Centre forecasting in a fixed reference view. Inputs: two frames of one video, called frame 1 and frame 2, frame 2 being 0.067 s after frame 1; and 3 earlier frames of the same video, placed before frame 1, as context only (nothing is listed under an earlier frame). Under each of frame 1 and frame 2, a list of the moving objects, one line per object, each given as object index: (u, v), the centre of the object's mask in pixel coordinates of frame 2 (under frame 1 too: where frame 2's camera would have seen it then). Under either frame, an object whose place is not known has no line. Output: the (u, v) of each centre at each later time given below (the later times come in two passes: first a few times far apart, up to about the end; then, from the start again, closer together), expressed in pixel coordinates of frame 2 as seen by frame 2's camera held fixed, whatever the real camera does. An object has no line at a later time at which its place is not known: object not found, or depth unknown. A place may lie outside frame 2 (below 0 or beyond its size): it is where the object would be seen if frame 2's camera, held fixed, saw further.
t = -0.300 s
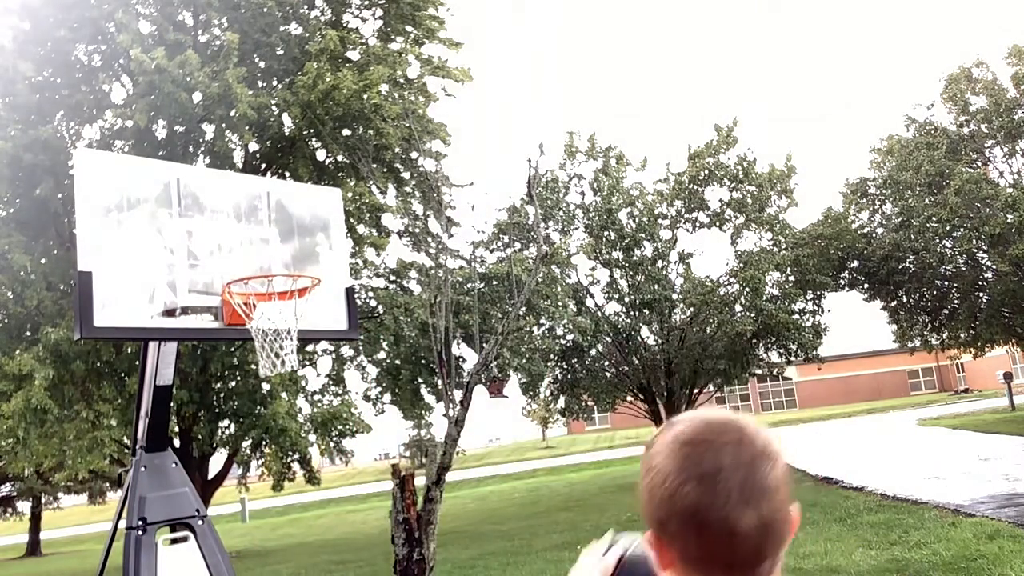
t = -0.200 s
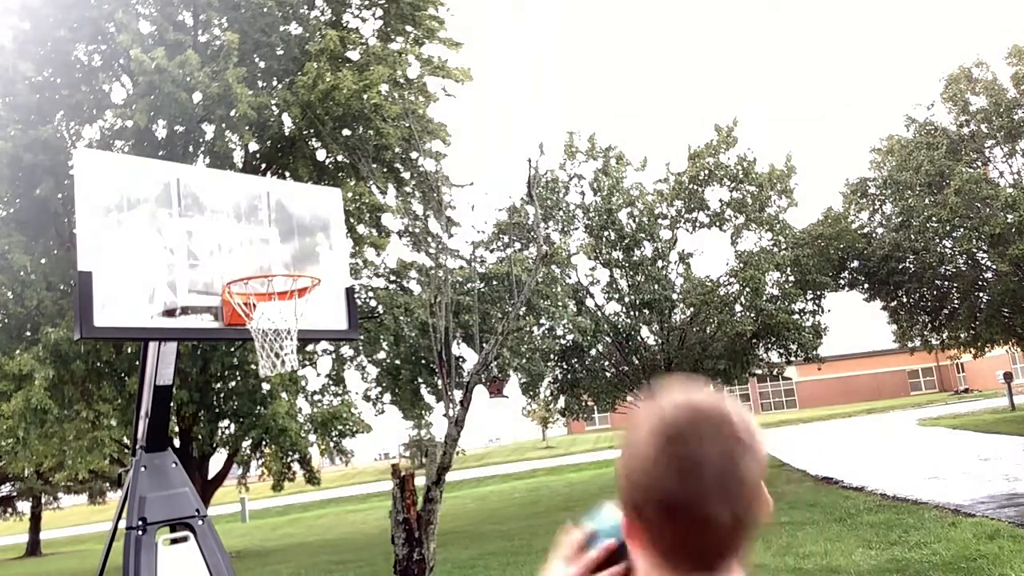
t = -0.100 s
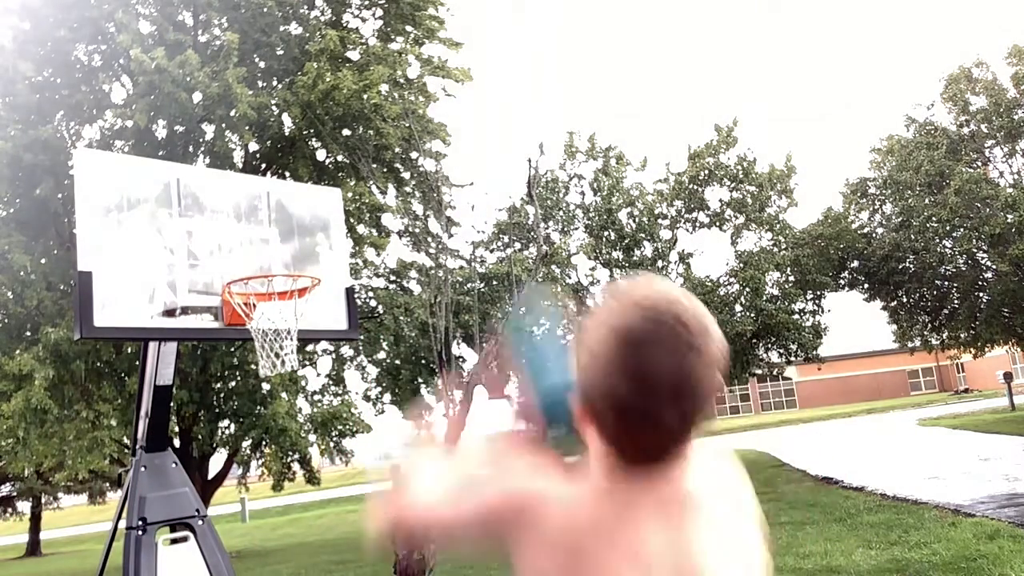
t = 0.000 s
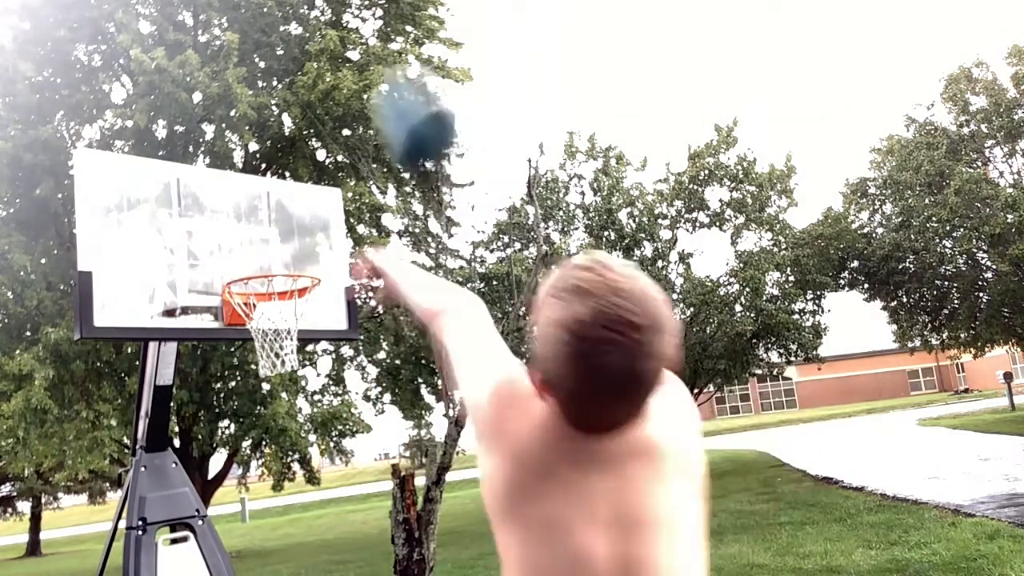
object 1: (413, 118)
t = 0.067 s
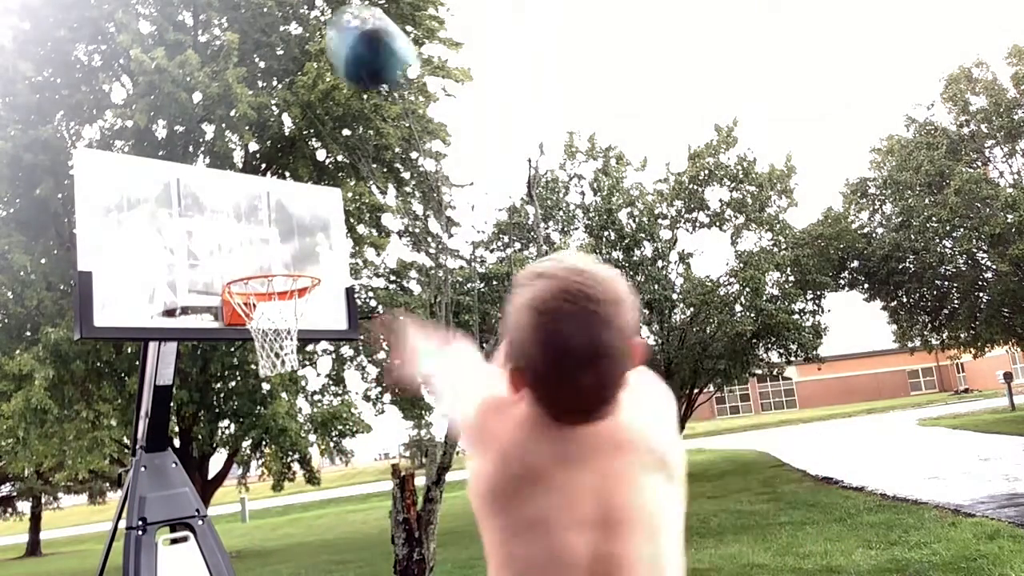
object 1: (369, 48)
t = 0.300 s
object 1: (280, 11)
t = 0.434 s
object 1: (254, 34)
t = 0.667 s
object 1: (229, 152)
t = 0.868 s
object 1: (268, 243)
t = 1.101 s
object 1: (230, 265)
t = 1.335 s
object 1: (209, 262)
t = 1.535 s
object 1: (207, 329)
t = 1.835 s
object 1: (237, 561)
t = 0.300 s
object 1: (280, 11)
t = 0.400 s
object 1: (259, 24)
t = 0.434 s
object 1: (254, 34)
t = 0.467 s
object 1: (250, 47)
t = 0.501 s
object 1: (245, 62)
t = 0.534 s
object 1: (240, 77)
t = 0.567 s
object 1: (237, 93)
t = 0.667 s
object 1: (229, 152)
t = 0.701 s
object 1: (225, 169)
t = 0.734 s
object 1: (223, 200)
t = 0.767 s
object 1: (218, 219)
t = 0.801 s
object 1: (237, 223)
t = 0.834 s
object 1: (253, 233)
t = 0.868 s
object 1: (268, 243)
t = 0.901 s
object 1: (287, 258)
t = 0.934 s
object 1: (296, 264)
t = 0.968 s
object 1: (289, 265)
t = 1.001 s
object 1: (269, 265)
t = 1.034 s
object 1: (253, 265)
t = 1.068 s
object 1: (235, 268)
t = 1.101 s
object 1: (230, 265)
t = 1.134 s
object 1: (226, 259)
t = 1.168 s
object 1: (223, 255)
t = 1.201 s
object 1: (220, 253)
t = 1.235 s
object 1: (217, 252)
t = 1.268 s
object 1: (215, 253)
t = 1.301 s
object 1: (212, 256)
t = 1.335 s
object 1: (209, 262)
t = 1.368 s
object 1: (206, 269)
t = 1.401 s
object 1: (203, 280)
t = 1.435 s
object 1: (201, 289)
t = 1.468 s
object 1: (201, 301)
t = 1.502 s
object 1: (203, 314)
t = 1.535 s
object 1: (207, 329)
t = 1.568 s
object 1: (211, 343)
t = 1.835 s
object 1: (237, 561)
